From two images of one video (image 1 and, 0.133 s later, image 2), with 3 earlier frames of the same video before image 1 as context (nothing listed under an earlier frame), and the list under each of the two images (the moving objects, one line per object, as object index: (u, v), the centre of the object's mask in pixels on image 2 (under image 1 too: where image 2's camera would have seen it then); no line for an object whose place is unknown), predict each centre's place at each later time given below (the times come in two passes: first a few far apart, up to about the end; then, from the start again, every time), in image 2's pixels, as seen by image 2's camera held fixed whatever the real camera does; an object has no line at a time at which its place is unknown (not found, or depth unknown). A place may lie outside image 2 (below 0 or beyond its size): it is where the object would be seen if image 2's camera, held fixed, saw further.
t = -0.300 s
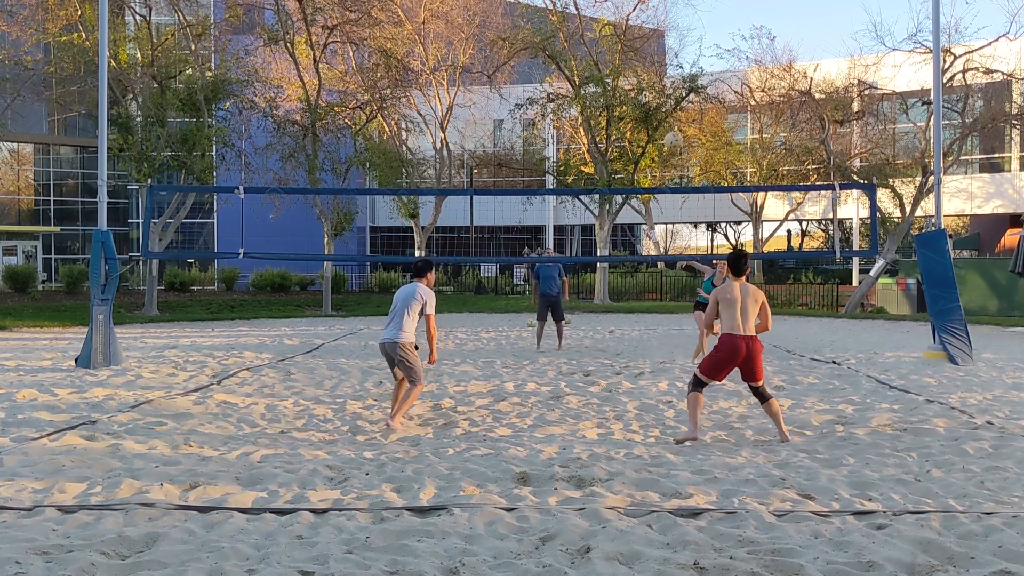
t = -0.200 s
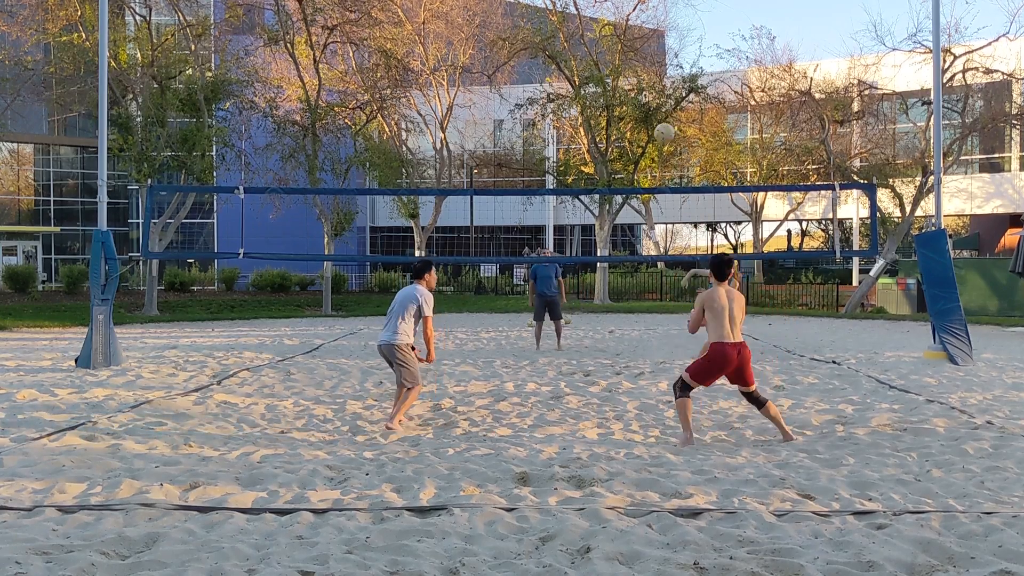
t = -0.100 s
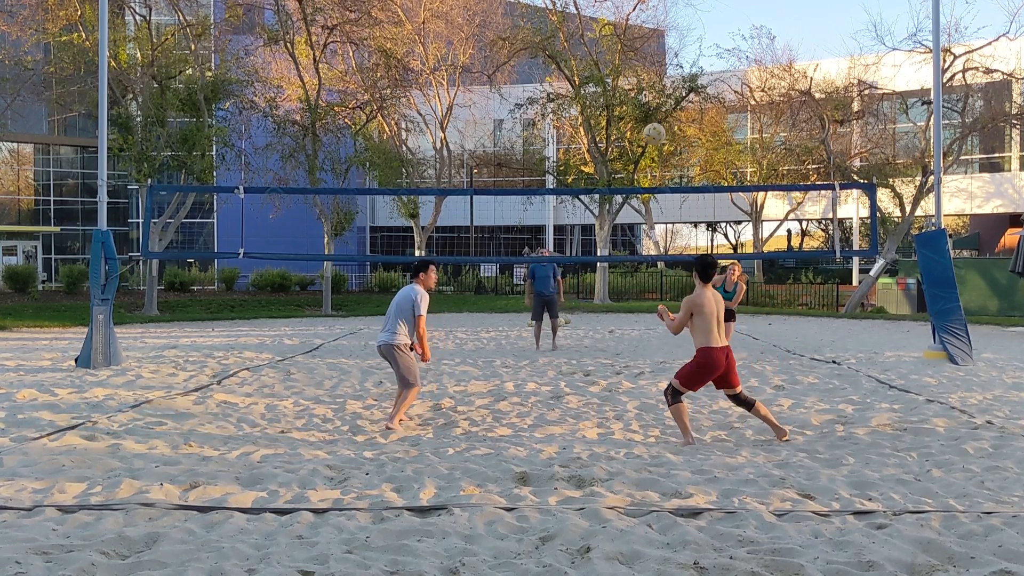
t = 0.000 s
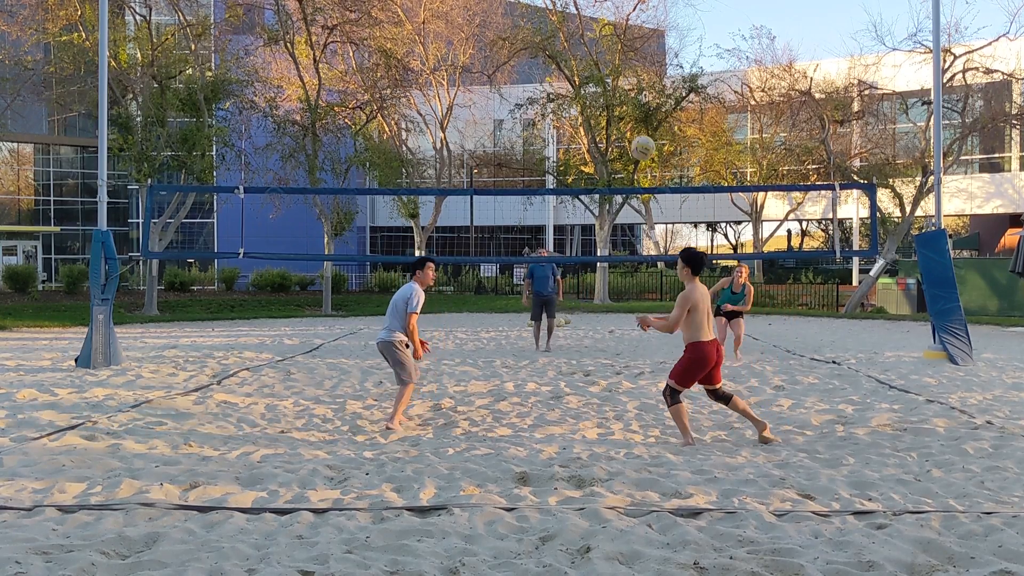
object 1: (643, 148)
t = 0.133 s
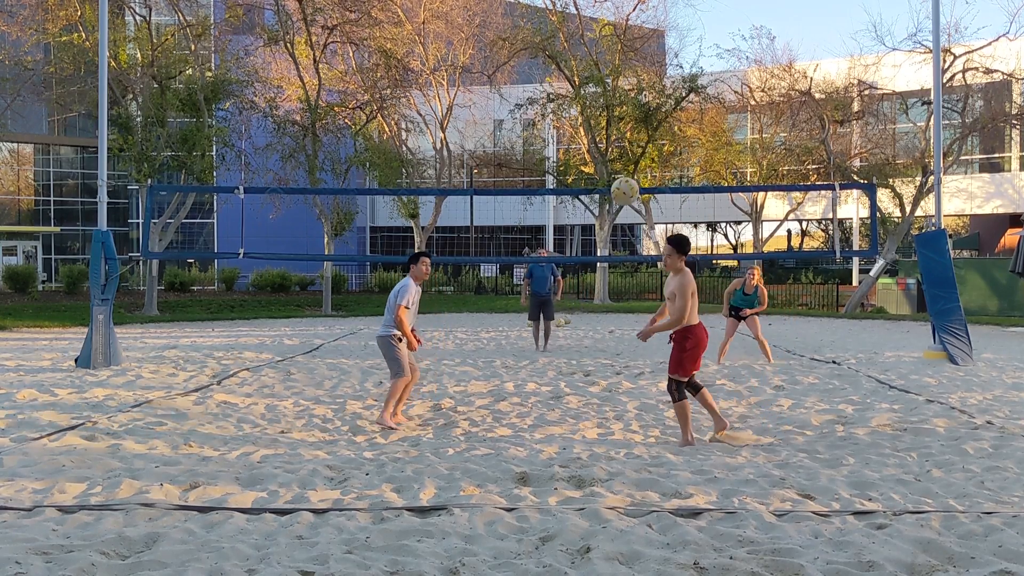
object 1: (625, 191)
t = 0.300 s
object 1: (597, 307)
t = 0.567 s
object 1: (528, 471)
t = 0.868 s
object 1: (385, 388)
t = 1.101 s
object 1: (146, 539)
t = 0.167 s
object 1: (620, 208)
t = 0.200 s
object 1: (614, 228)
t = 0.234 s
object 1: (609, 250)
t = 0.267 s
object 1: (603, 276)
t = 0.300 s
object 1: (597, 307)
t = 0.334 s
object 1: (590, 342)
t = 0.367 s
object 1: (583, 384)
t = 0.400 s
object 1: (575, 431)
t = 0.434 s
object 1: (566, 485)
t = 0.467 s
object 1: (558, 530)
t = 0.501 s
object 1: (548, 509)
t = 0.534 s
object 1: (538, 489)
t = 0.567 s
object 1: (528, 471)
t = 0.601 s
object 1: (516, 455)
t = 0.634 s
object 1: (503, 438)
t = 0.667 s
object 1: (490, 425)
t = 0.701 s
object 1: (476, 413)
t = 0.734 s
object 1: (460, 403)
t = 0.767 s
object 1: (444, 394)
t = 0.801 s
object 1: (426, 390)
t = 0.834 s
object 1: (406, 387)
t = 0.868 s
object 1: (385, 388)
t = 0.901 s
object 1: (361, 392)
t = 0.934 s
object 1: (334, 401)
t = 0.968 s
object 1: (304, 416)
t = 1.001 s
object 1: (272, 438)
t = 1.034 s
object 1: (235, 464)
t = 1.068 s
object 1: (193, 501)
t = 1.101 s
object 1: (146, 539)
